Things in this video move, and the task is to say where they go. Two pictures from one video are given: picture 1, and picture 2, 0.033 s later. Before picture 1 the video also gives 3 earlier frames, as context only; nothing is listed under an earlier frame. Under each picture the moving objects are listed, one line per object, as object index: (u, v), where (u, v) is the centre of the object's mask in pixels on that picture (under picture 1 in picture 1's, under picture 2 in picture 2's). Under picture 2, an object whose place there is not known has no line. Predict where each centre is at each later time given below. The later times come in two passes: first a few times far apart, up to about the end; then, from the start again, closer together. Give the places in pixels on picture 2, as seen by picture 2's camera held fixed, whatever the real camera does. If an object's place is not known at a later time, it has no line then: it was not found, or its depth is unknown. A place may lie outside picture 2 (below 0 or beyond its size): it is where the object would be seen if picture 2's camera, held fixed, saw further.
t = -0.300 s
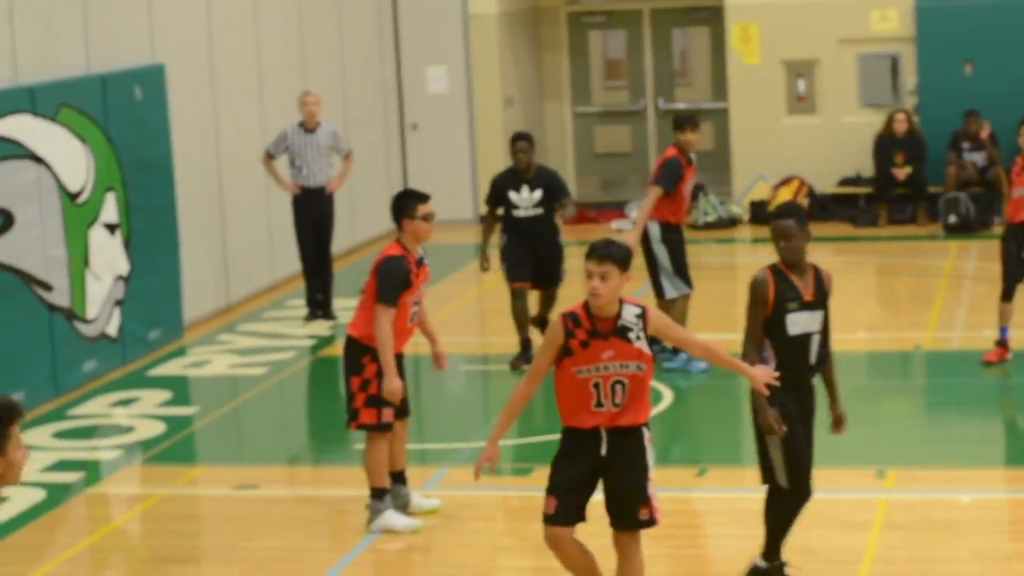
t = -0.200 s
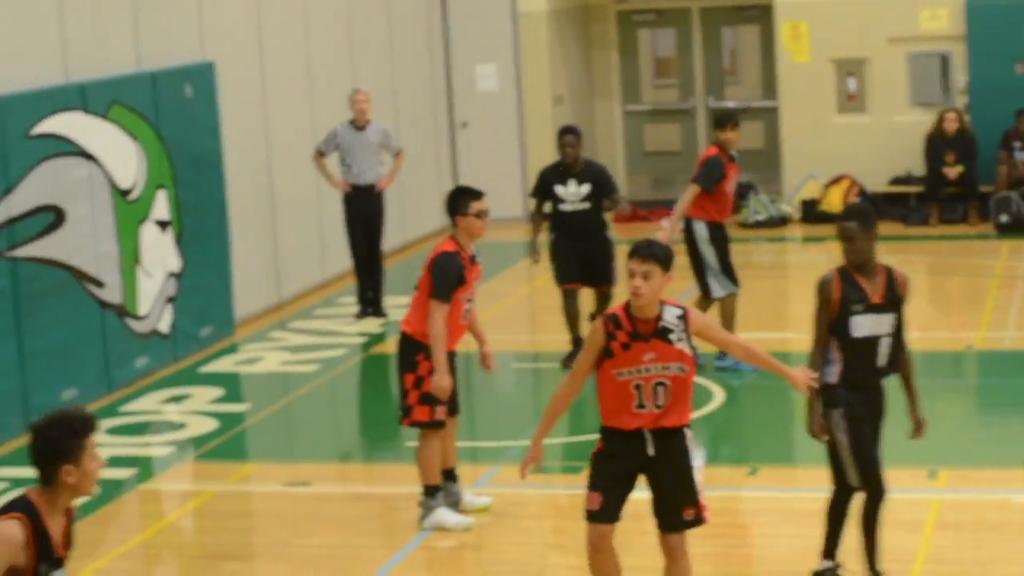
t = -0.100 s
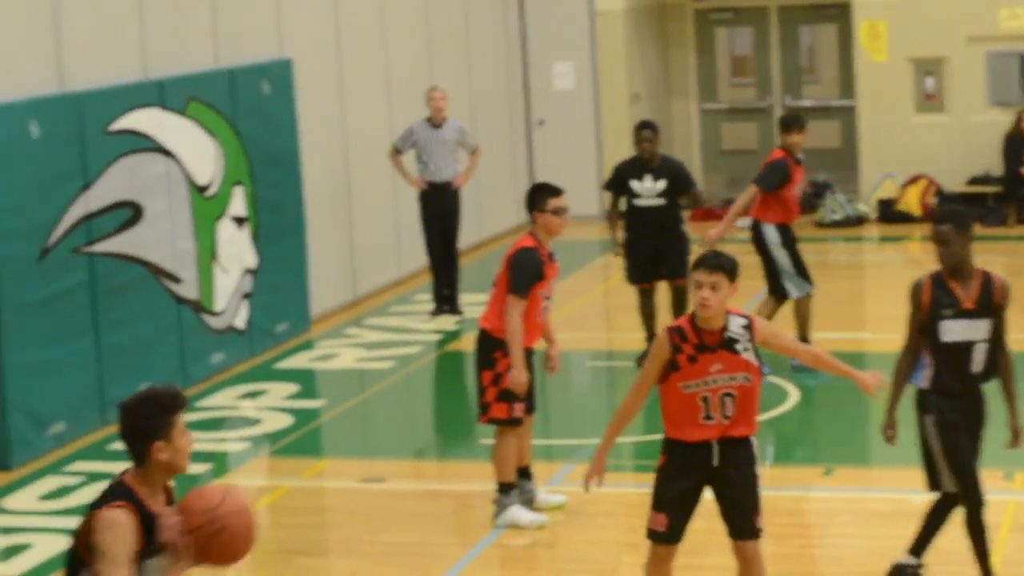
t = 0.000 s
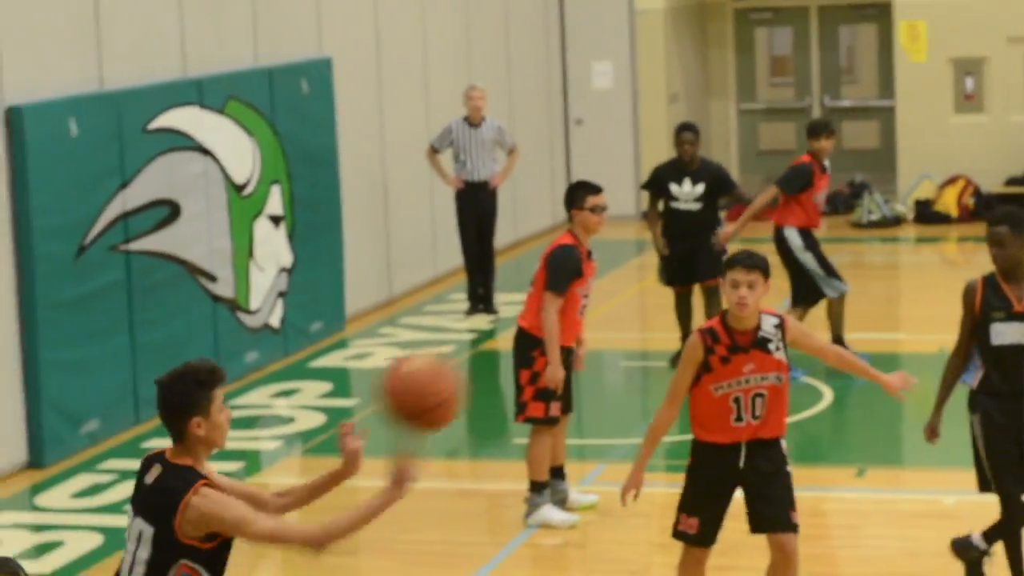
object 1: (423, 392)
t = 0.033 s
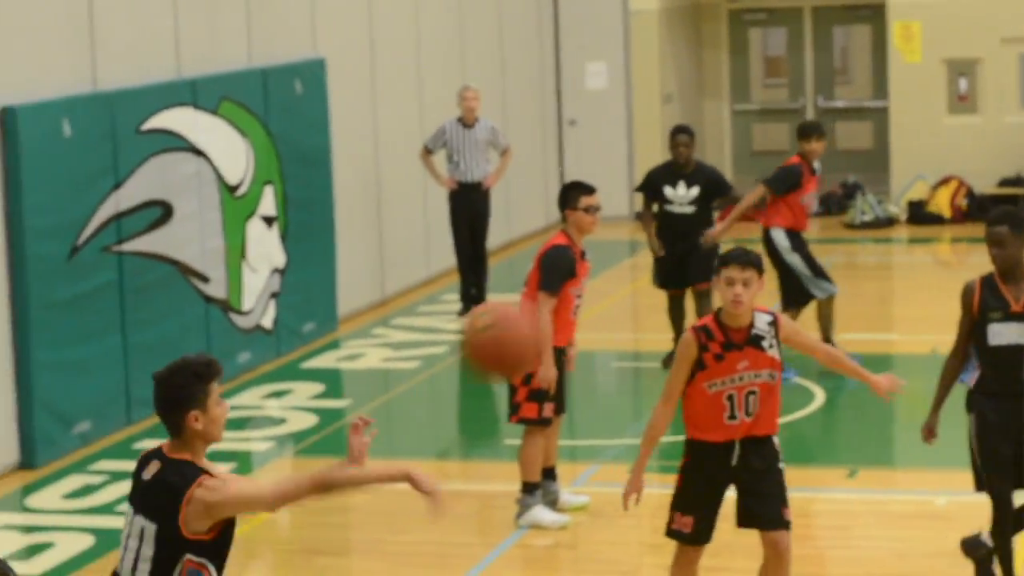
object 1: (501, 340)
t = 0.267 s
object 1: (1082, 89)
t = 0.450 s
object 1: (1519, 7)
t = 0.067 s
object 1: (588, 289)
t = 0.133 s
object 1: (761, 207)
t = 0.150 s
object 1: (801, 190)
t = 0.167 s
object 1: (842, 172)
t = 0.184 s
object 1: (880, 155)
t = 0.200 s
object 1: (920, 140)
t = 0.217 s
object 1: (962, 126)
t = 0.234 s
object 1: (1002, 113)
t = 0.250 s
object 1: (1044, 101)
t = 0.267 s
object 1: (1082, 89)
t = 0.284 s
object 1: (1122, 77)
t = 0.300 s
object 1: (1161, 66)
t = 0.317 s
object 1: (1198, 56)
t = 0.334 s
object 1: (1236, 47)
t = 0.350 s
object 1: (1274, 39)
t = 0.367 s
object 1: (1313, 30)
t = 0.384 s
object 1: (1354, 22)
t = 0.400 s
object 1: (1395, 17)
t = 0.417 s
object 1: (1437, 14)
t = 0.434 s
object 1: (1478, 10)
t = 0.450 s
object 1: (1519, 7)
